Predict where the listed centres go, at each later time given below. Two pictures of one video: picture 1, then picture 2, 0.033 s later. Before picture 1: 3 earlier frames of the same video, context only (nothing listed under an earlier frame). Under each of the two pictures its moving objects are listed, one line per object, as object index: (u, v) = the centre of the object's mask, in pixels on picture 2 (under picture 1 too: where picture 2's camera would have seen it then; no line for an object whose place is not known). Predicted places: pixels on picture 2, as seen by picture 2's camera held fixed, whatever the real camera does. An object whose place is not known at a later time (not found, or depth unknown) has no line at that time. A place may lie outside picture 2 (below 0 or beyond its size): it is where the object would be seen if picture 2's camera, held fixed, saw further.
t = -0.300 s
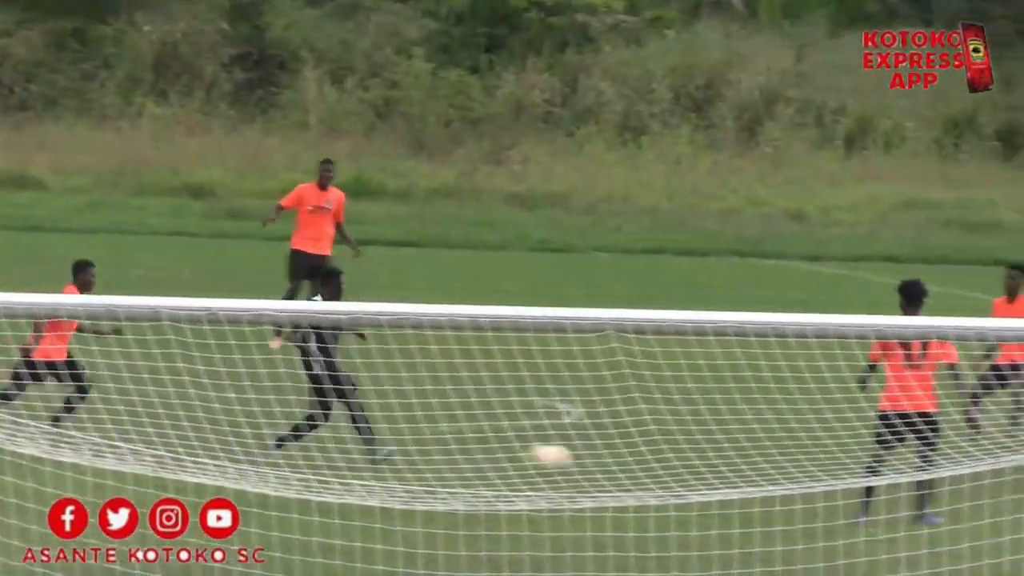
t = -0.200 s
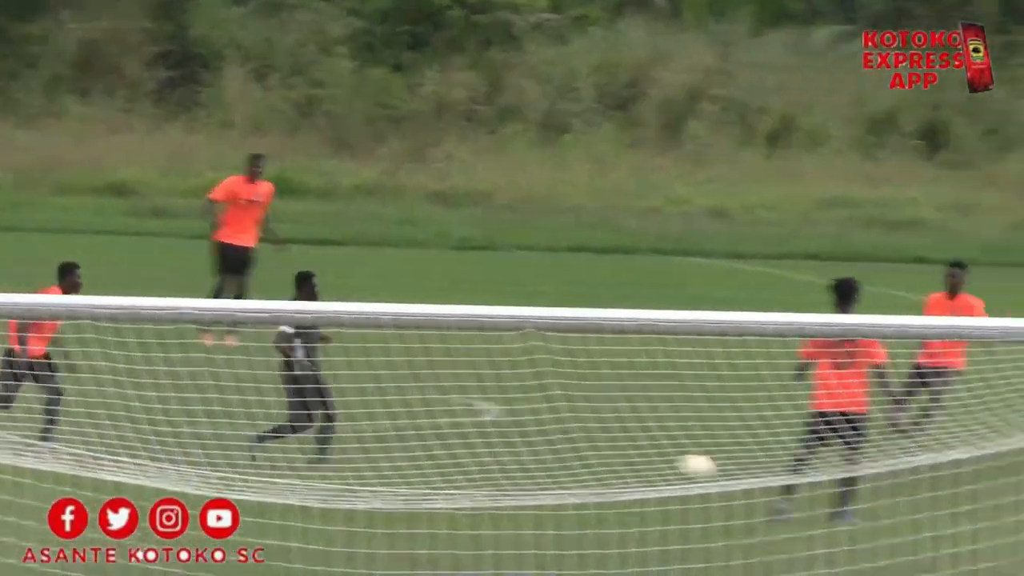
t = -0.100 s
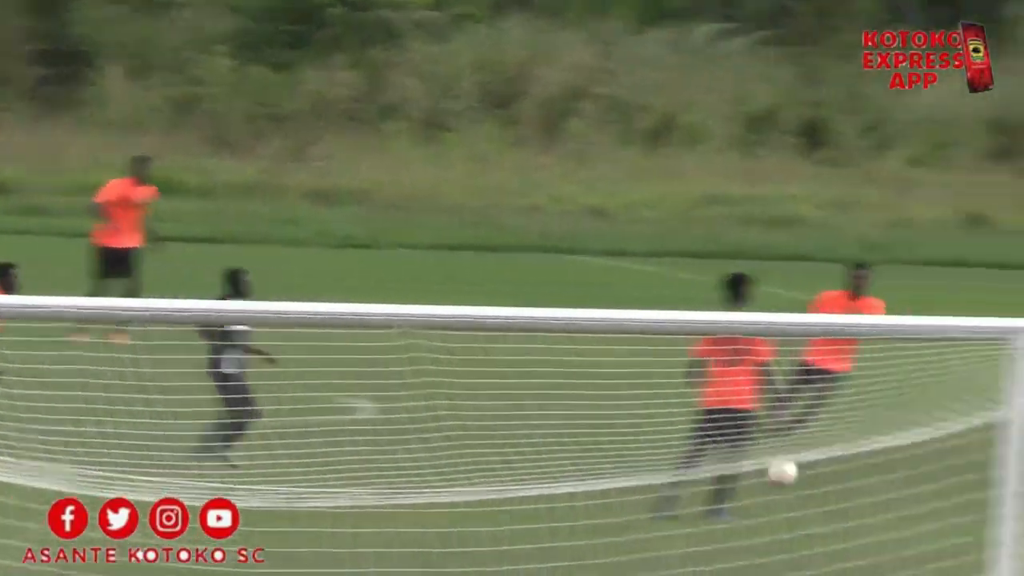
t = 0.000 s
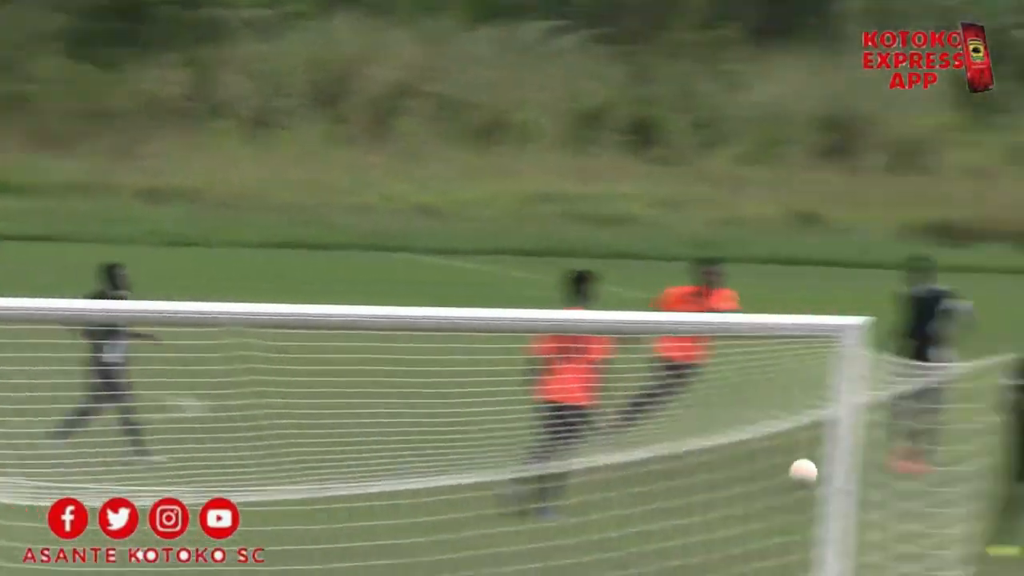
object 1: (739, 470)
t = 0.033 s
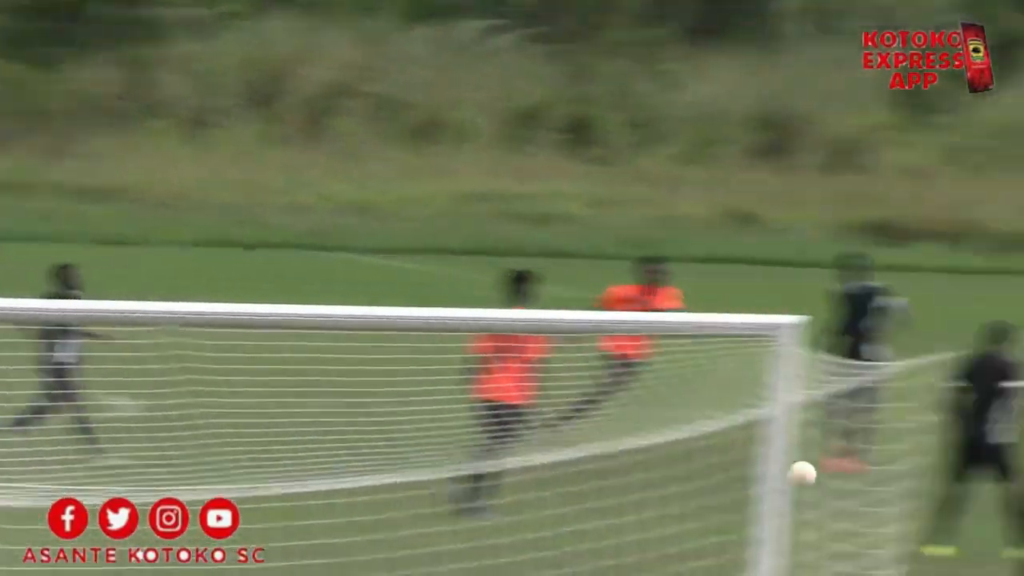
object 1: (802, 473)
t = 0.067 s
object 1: (866, 479)
